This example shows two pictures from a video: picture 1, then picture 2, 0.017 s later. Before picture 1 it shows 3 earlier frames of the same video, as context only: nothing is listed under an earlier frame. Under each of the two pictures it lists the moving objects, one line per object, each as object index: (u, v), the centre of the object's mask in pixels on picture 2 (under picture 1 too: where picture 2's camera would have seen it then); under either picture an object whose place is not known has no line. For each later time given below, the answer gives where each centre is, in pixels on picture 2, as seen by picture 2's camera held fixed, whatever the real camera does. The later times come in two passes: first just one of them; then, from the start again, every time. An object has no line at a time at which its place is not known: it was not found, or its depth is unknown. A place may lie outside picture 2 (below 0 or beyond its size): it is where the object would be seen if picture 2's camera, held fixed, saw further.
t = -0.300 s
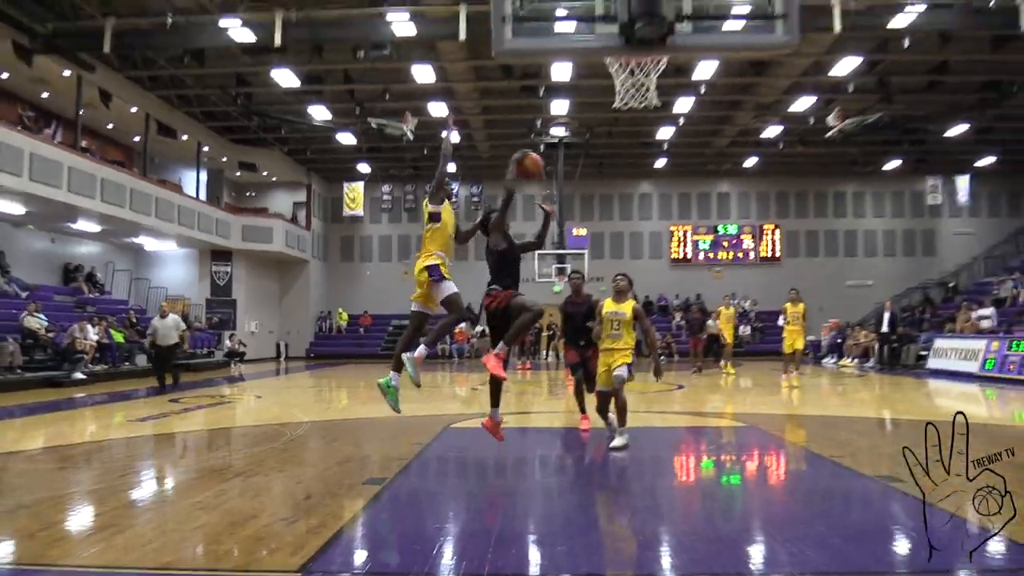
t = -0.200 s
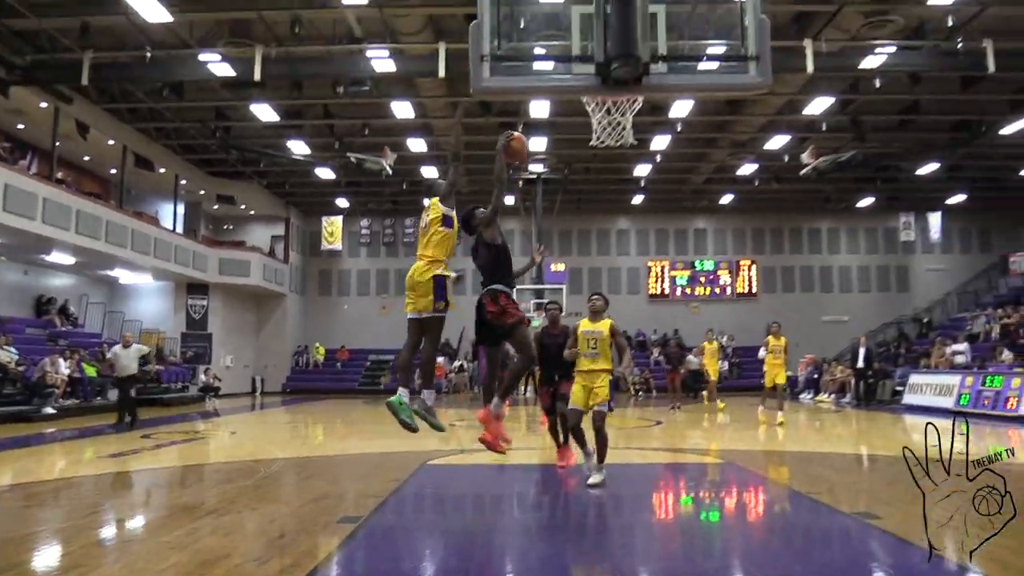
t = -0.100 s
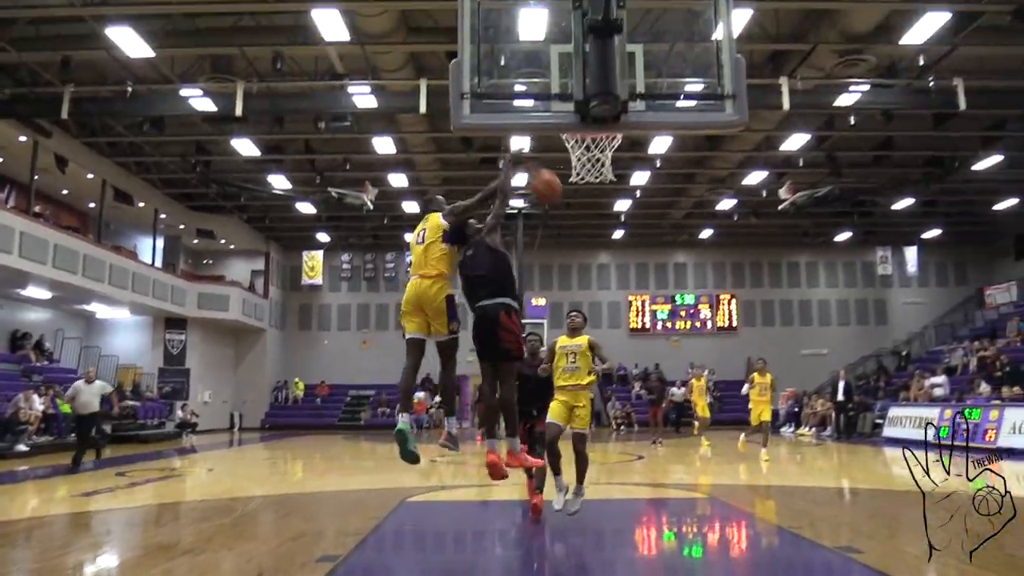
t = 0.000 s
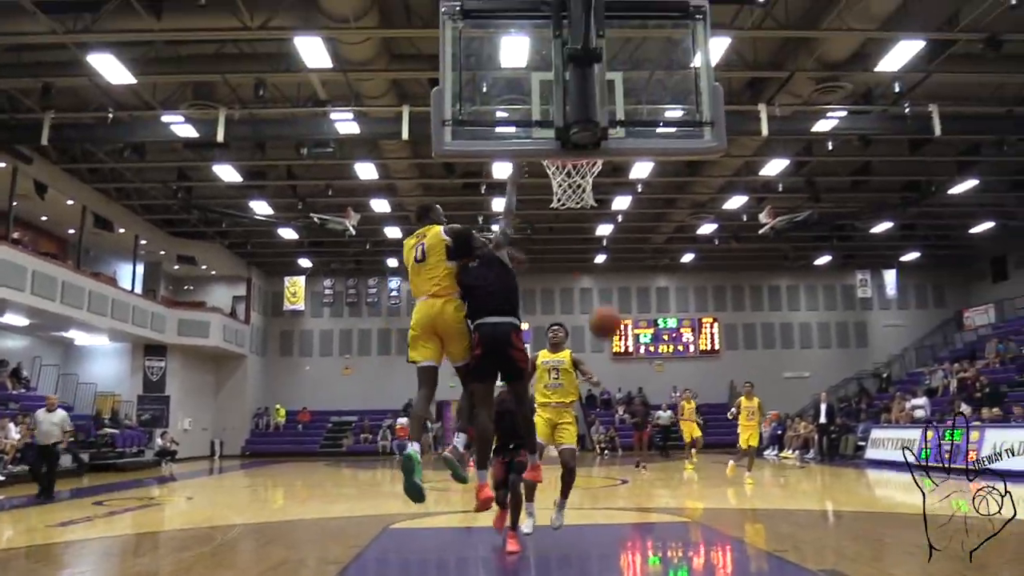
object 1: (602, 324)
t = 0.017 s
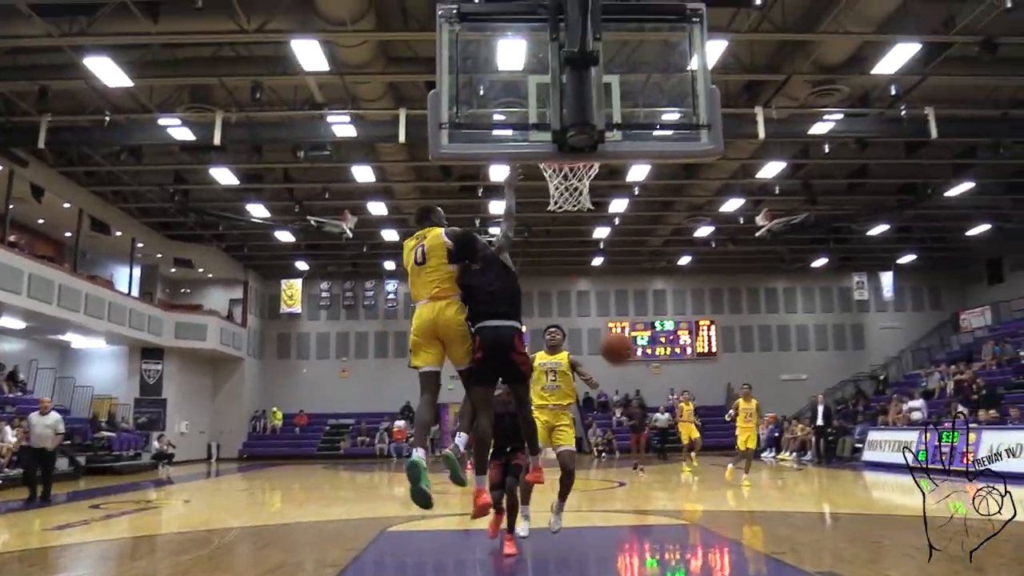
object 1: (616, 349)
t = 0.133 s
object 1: (721, 509)
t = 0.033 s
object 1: (631, 370)
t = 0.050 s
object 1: (644, 390)
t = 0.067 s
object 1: (658, 413)
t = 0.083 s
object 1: (671, 436)
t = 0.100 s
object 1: (684, 459)
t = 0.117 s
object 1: (706, 484)
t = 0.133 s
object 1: (721, 509)
